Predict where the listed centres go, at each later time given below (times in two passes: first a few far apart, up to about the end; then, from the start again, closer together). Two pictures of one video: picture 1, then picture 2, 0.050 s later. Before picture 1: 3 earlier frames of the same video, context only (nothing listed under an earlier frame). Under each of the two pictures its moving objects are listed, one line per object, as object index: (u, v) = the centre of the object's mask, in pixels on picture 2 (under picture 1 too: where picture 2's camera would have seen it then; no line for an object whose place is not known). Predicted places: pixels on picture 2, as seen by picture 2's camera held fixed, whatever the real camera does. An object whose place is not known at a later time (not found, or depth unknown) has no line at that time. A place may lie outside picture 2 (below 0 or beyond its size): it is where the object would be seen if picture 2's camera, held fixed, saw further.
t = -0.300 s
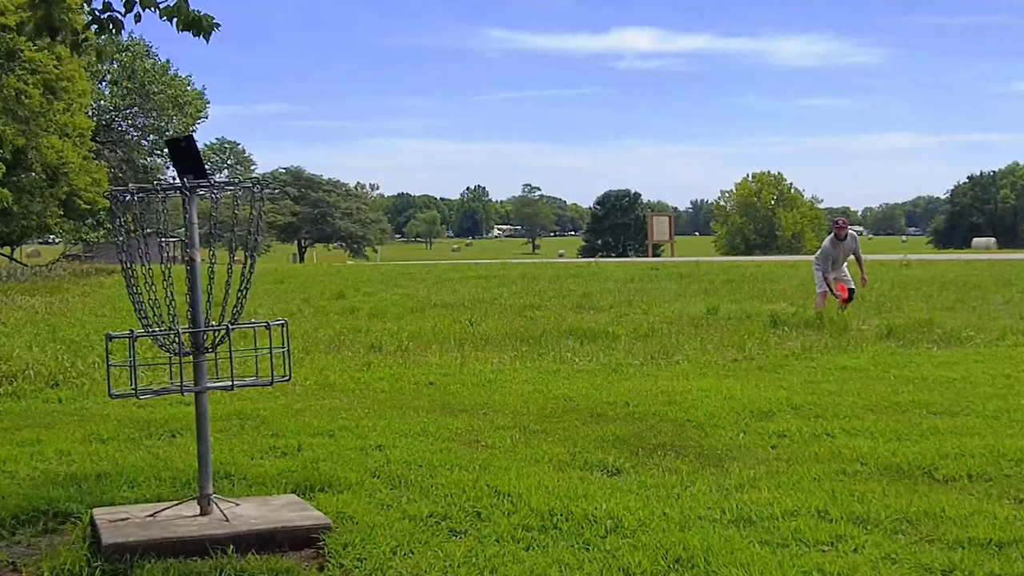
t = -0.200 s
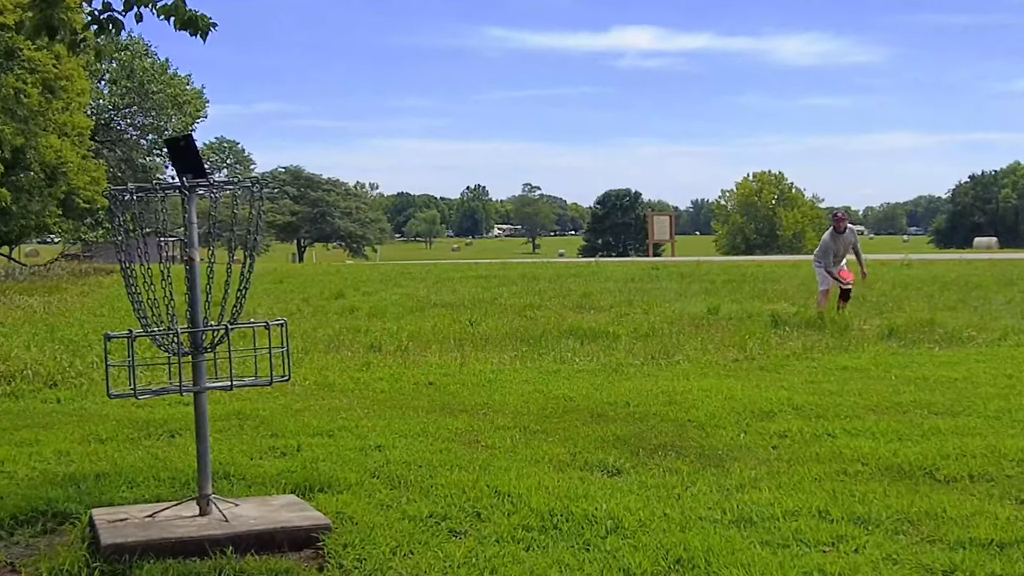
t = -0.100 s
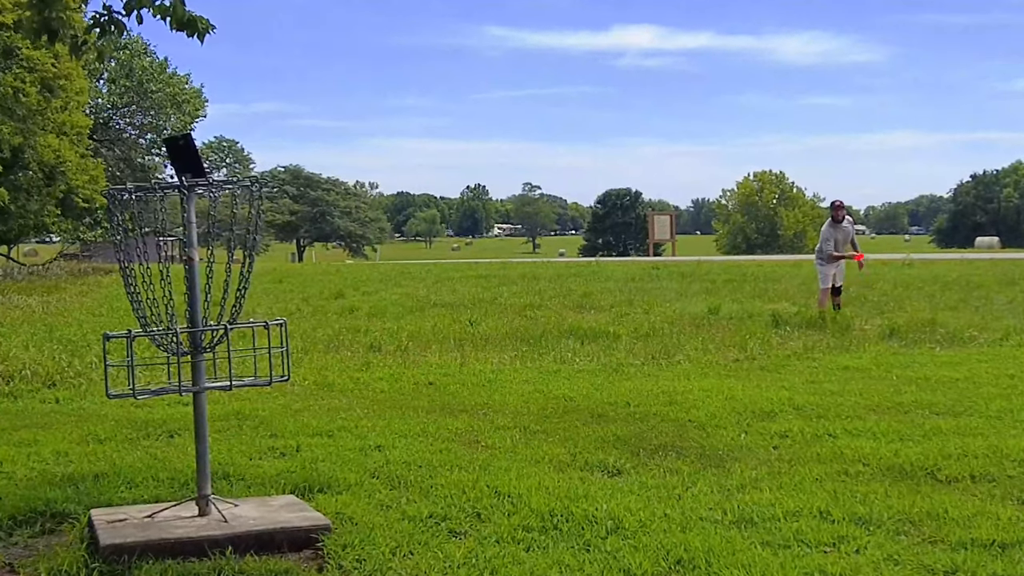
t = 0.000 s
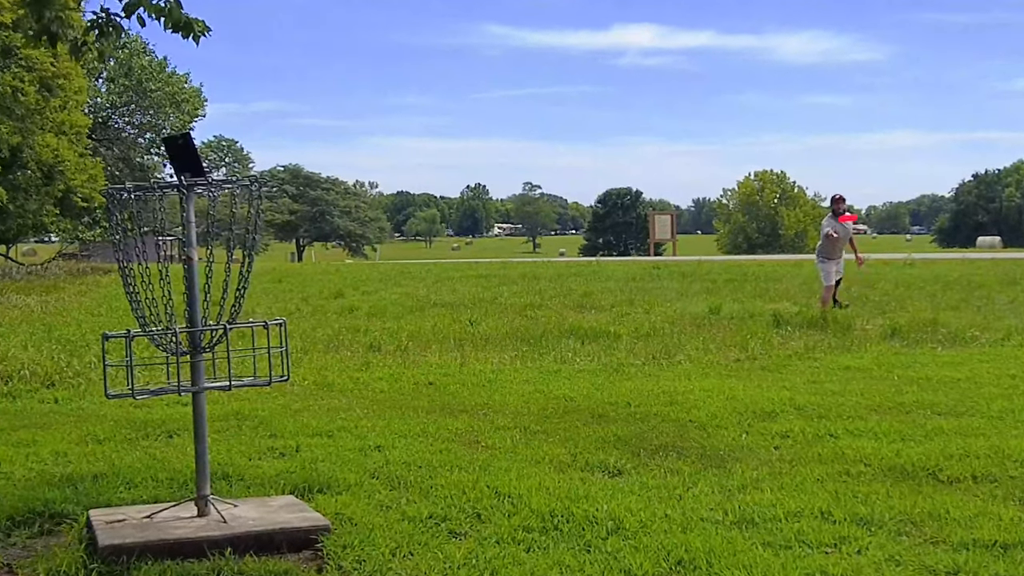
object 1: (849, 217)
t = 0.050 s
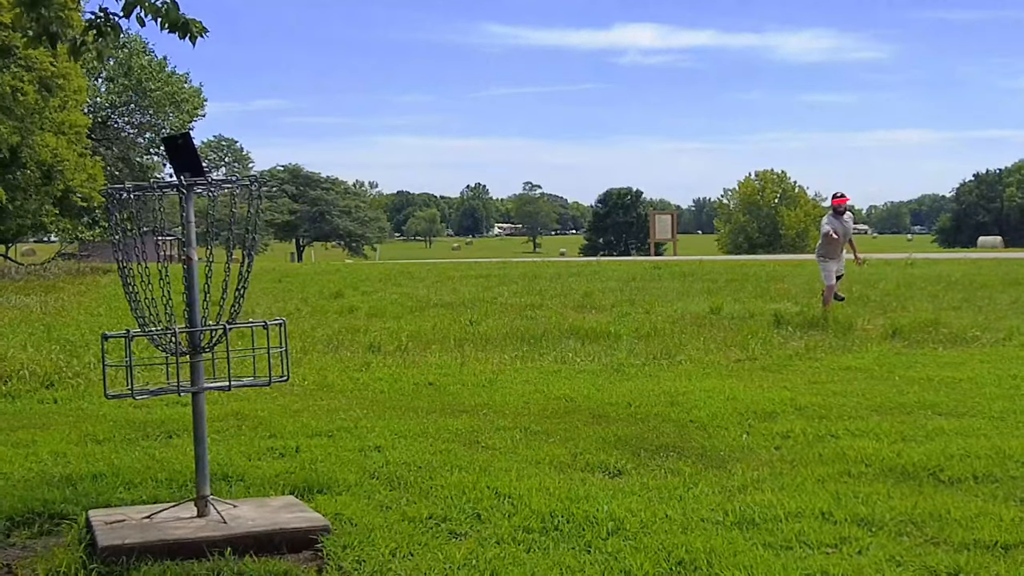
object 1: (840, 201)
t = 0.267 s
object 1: (803, 148)
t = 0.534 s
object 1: (739, 130)
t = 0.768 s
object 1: (654, 152)
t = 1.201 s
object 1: (365, 298)
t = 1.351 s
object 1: (372, 405)
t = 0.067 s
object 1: (838, 196)
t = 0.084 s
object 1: (835, 190)
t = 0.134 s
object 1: (827, 176)
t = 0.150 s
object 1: (824, 171)
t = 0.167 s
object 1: (821, 168)
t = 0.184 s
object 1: (818, 164)
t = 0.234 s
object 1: (809, 154)
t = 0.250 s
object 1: (806, 151)
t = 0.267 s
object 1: (803, 148)
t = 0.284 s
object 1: (799, 145)
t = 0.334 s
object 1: (788, 139)
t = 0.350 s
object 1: (785, 137)
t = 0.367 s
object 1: (781, 136)
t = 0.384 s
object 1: (777, 135)
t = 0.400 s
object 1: (773, 134)
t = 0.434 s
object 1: (766, 131)
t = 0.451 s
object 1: (762, 131)
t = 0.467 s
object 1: (757, 130)
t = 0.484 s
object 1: (753, 130)
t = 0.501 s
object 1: (748, 130)
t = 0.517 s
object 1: (743, 130)
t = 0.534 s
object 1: (739, 130)
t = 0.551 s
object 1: (734, 131)
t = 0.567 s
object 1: (729, 131)
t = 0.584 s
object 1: (723, 132)
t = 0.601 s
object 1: (718, 133)
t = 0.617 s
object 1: (712, 134)
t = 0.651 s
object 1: (701, 137)
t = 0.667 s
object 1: (694, 139)
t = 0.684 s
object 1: (688, 141)
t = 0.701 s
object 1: (682, 143)
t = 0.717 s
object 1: (676, 145)
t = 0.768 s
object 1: (654, 152)
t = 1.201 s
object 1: (365, 298)
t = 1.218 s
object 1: (349, 309)
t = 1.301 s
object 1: (335, 364)
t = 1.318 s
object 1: (348, 378)
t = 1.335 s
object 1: (358, 392)
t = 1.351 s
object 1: (372, 405)
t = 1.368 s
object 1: (385, 420)
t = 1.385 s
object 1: (400, 437)
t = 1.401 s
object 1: (414, 454)
